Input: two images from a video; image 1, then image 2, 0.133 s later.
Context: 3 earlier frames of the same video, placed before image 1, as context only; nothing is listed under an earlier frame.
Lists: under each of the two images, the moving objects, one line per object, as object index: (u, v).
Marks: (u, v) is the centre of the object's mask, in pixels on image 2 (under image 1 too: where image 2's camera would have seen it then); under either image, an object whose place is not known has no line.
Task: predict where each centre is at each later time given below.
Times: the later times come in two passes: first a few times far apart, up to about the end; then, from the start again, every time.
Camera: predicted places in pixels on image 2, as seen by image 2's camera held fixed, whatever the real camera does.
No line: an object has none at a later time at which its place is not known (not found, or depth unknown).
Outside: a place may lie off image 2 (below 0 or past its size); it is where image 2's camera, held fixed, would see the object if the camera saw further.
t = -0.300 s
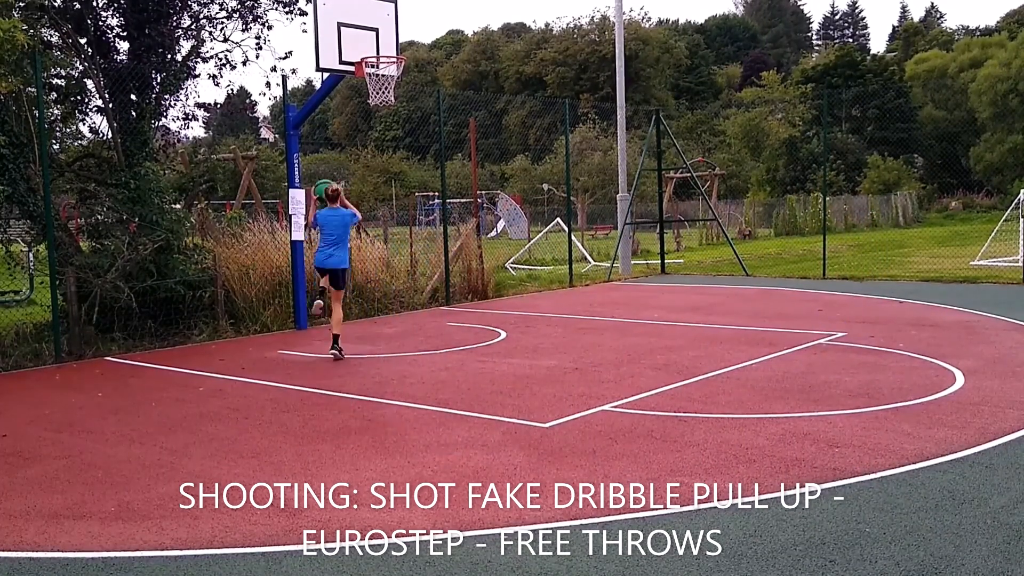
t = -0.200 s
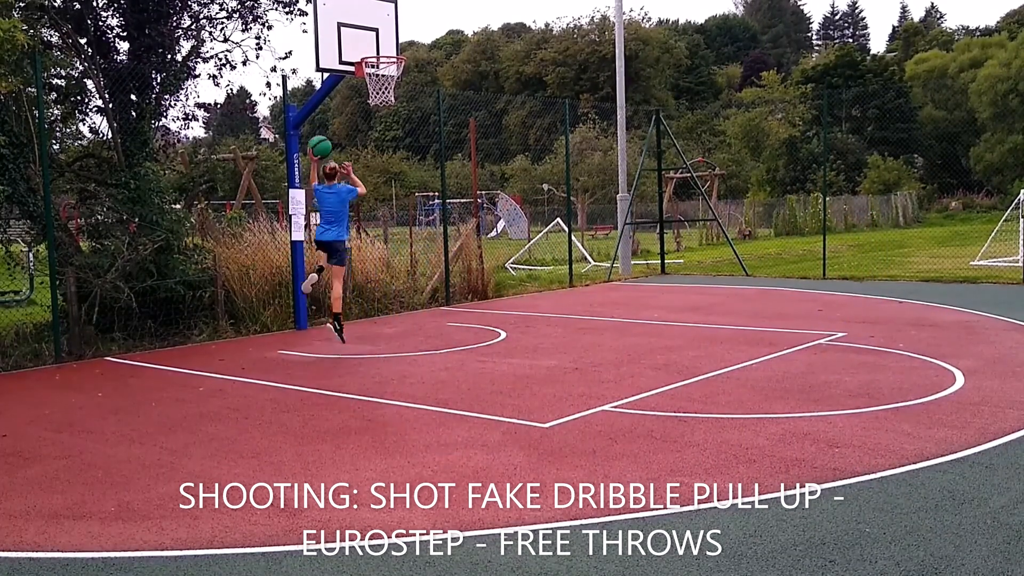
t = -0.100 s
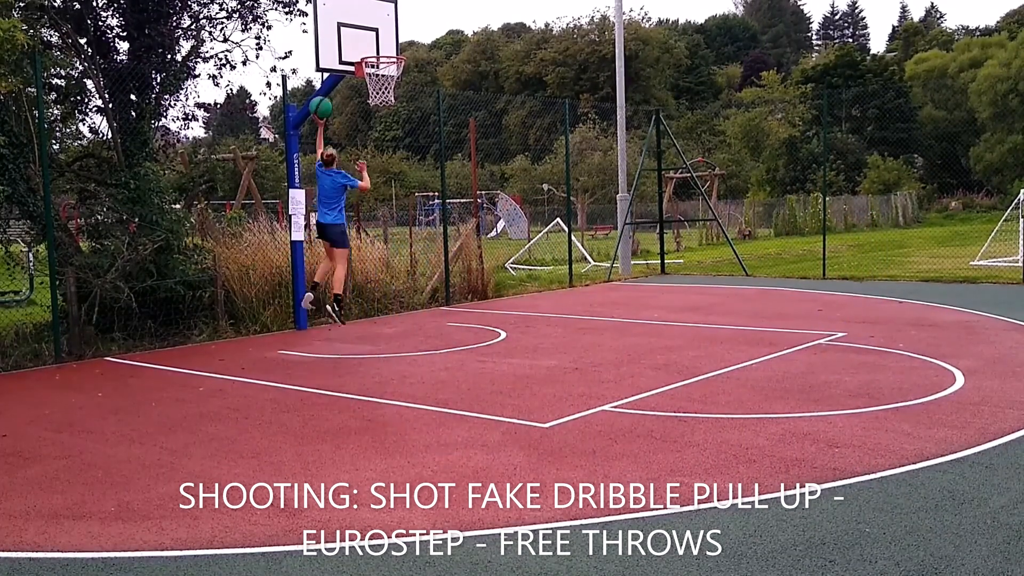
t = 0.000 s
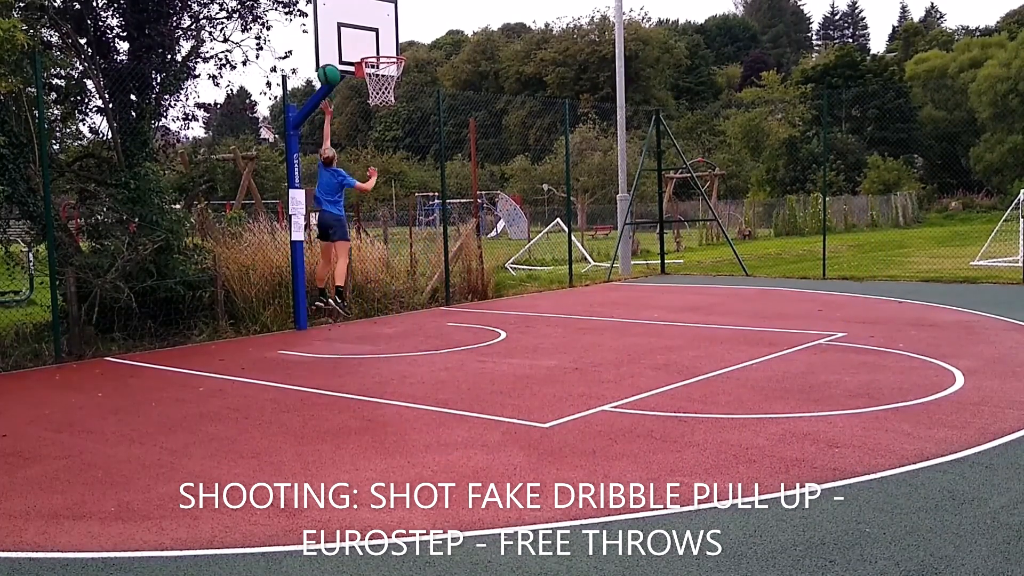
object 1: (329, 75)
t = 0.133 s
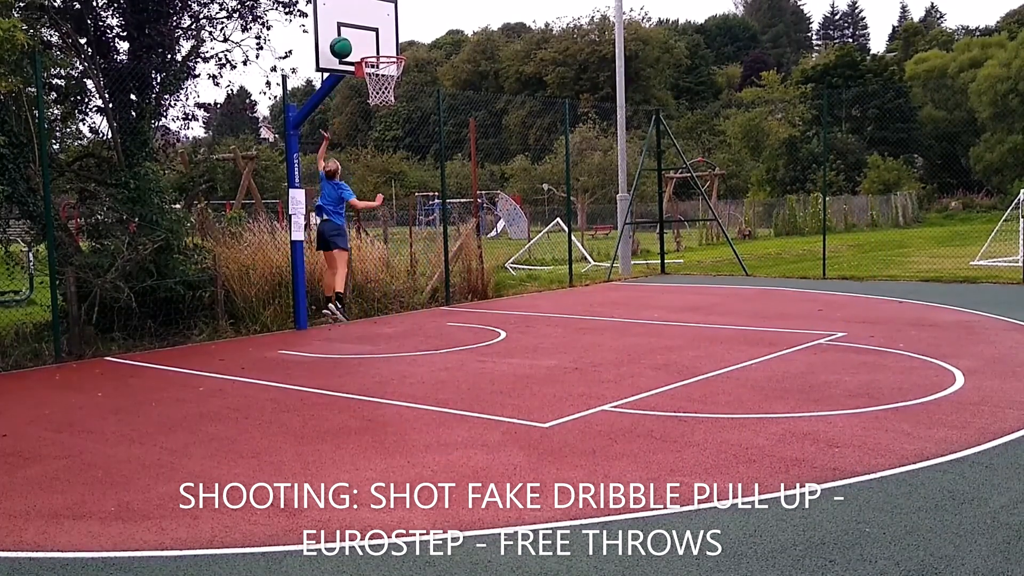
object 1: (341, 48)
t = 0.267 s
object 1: (354, 38)
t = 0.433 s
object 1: (379, 46)
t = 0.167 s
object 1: (343, 44)
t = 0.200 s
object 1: (346, 41)
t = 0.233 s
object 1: (349, 40)
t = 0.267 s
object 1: (354, 38)
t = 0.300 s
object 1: (359, 38)
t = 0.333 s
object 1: (364, 39)
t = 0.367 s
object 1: (369, 40)
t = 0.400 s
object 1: (374, 43)
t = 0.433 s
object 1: (379, 46)
